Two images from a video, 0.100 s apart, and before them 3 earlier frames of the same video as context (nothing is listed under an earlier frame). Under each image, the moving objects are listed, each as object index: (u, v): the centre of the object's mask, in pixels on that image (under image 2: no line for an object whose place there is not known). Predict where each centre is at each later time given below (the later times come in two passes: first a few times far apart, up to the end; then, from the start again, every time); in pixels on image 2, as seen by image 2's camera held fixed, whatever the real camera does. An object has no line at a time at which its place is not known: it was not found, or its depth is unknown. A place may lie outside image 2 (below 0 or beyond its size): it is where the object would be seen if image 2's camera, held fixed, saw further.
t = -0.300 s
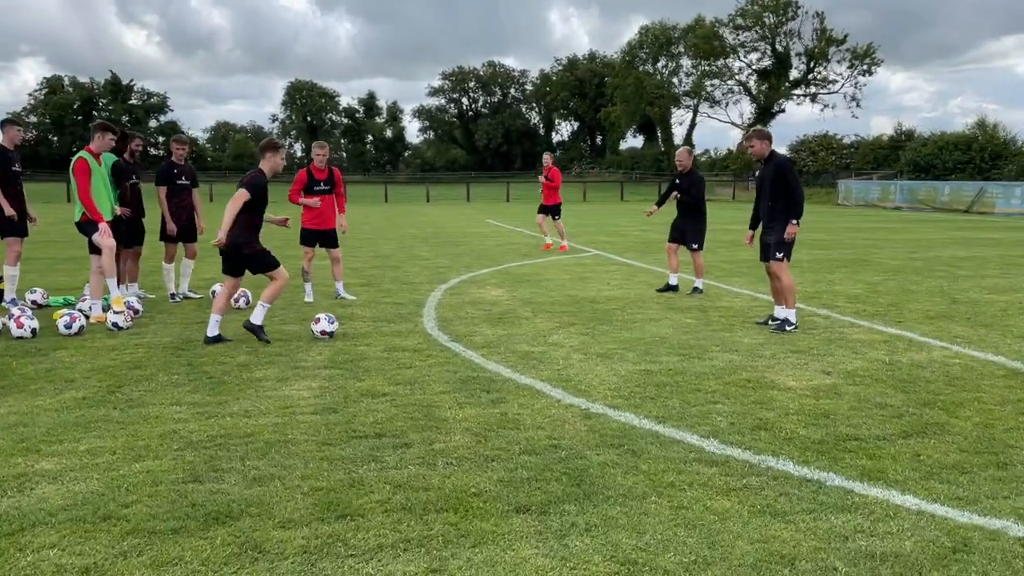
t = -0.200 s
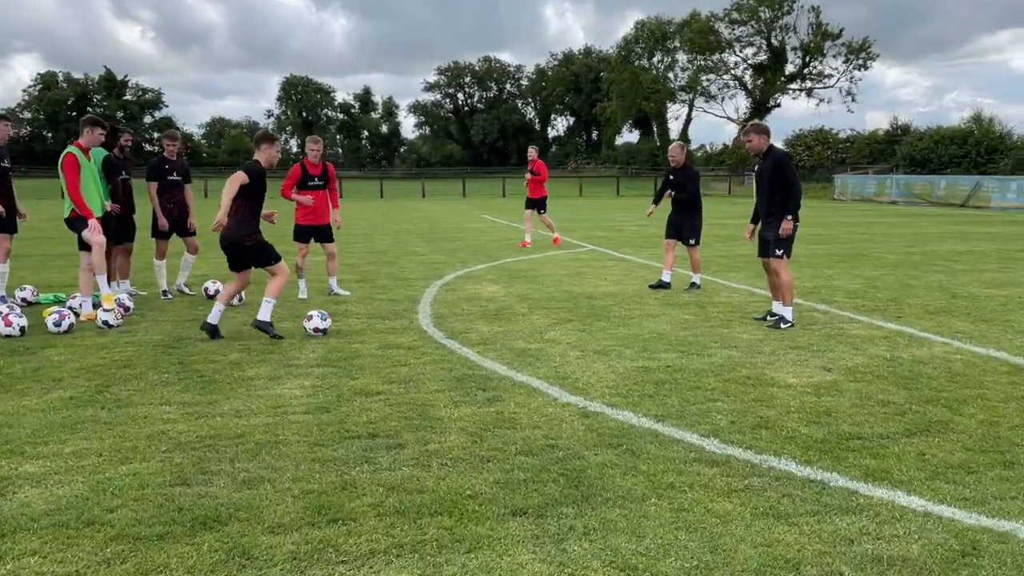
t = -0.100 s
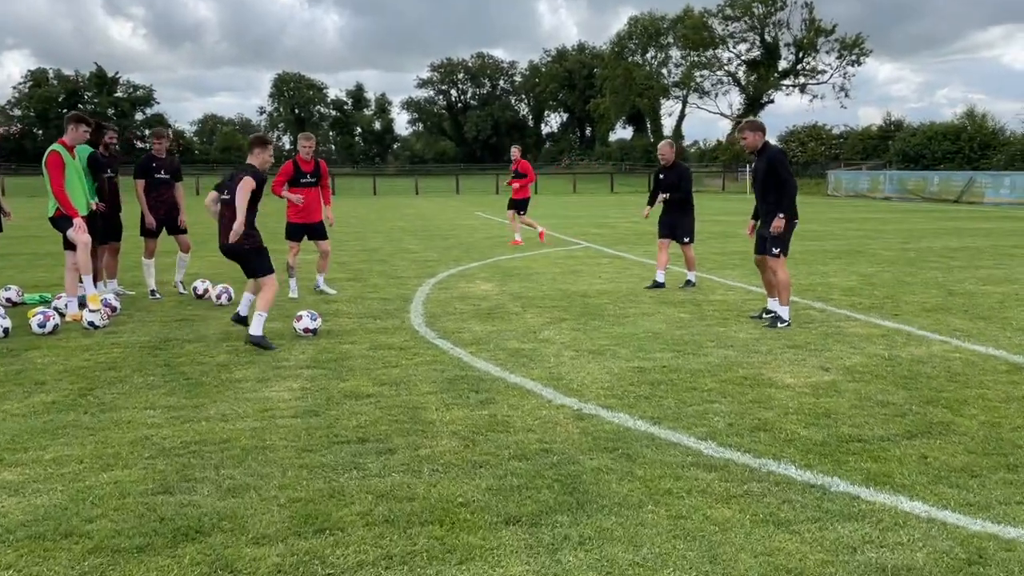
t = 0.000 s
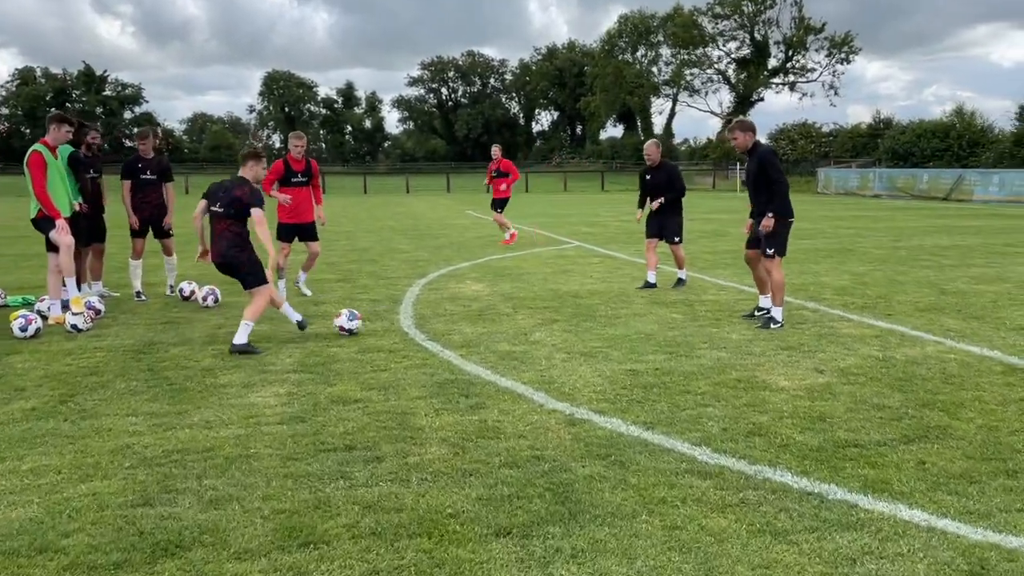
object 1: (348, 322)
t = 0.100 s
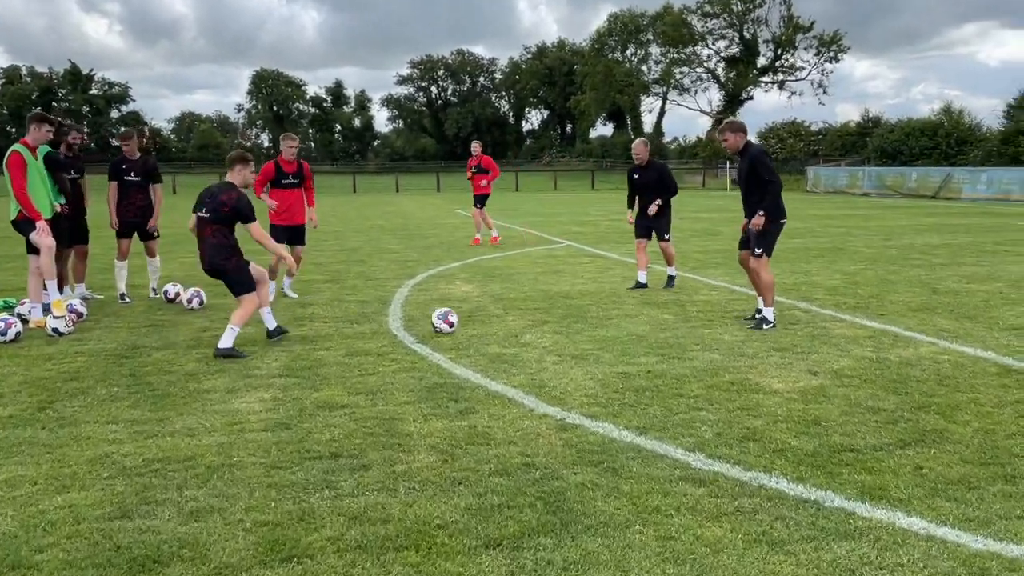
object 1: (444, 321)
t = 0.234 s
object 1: (565, 314)
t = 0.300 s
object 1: (615, 308)
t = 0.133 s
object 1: (476, 318)
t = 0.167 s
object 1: (507, 317)
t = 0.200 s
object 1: (537, 316)
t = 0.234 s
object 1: (565, 314)
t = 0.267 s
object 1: (591, 310)
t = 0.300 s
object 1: (615, 308)
